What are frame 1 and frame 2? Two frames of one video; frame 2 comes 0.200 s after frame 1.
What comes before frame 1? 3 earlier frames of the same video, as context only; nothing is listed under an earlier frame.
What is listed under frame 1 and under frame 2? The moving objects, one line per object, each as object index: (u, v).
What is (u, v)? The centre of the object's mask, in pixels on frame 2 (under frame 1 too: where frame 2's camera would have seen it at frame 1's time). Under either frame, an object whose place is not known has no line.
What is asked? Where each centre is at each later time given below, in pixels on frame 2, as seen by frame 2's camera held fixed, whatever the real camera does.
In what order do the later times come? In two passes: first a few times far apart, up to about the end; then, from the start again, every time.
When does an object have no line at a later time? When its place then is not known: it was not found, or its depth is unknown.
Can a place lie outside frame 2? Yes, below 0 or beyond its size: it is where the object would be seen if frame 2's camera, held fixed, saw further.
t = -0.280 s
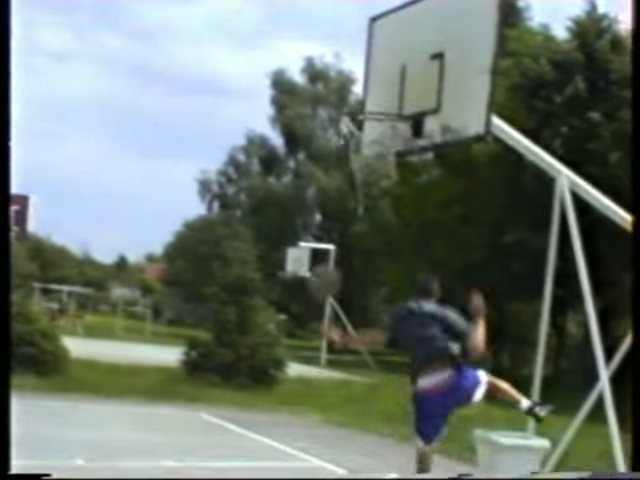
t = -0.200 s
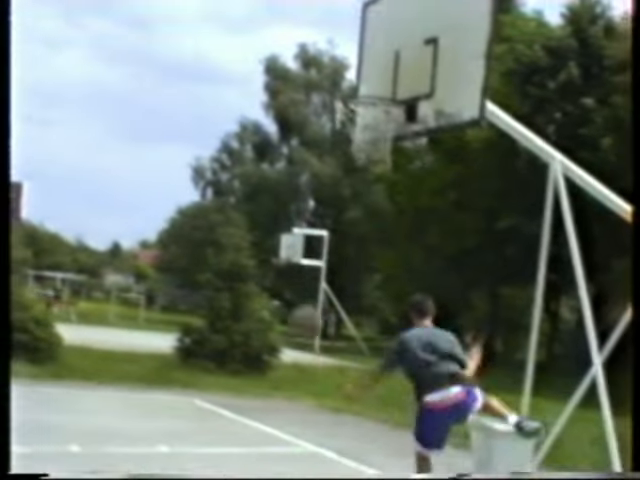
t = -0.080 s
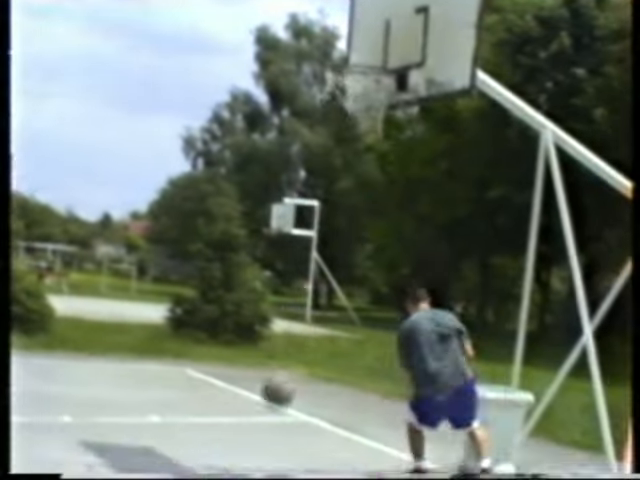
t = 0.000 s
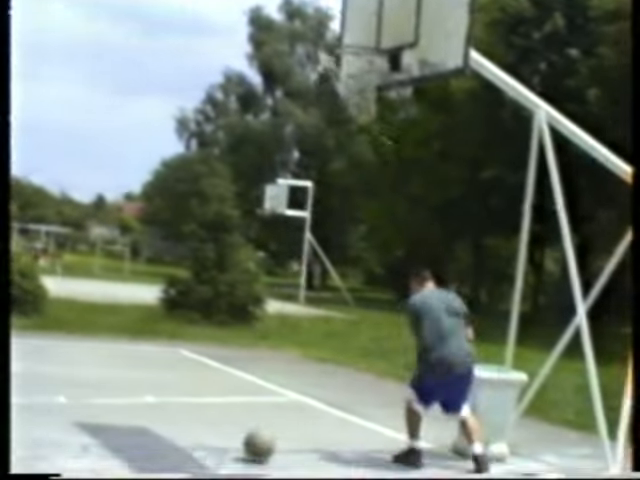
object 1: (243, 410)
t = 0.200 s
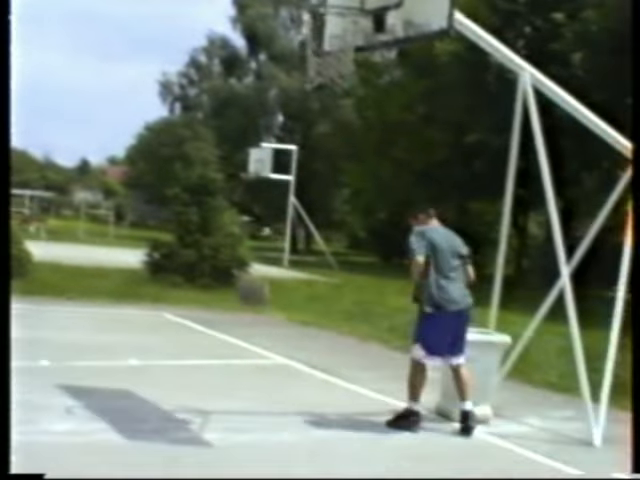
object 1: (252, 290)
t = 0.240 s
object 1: (251, 270)
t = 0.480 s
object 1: (253, 205)
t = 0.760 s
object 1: (245, 234)
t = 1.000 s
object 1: (228, 358)
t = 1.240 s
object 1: (225, 354)
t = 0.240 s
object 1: (251, 270)
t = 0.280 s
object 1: (251, 248)
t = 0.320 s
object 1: (252, 237)
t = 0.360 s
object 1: (254, 227)
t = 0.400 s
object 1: (254, 218)
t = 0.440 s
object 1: (255, 208)
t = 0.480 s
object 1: (253, 205)
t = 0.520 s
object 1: (252, 202)
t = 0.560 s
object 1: (252, 202)
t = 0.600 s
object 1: (251, 204)
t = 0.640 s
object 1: (250, 207)
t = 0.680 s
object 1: (249, 214)
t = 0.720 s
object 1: (248, 222)
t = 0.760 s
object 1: (245, 234)
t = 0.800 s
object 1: (241, 245)
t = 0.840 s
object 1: (239, 265)
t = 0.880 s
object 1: (236, 284)
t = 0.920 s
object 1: (235, 306)
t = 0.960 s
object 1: (232, 331)
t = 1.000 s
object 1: (228, 358)
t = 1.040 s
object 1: (225, 386)
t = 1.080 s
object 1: (221, 417)
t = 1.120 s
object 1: (222, 414)
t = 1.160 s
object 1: (225, 391)
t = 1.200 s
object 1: (226, 373)
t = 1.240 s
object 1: (225, 354)
